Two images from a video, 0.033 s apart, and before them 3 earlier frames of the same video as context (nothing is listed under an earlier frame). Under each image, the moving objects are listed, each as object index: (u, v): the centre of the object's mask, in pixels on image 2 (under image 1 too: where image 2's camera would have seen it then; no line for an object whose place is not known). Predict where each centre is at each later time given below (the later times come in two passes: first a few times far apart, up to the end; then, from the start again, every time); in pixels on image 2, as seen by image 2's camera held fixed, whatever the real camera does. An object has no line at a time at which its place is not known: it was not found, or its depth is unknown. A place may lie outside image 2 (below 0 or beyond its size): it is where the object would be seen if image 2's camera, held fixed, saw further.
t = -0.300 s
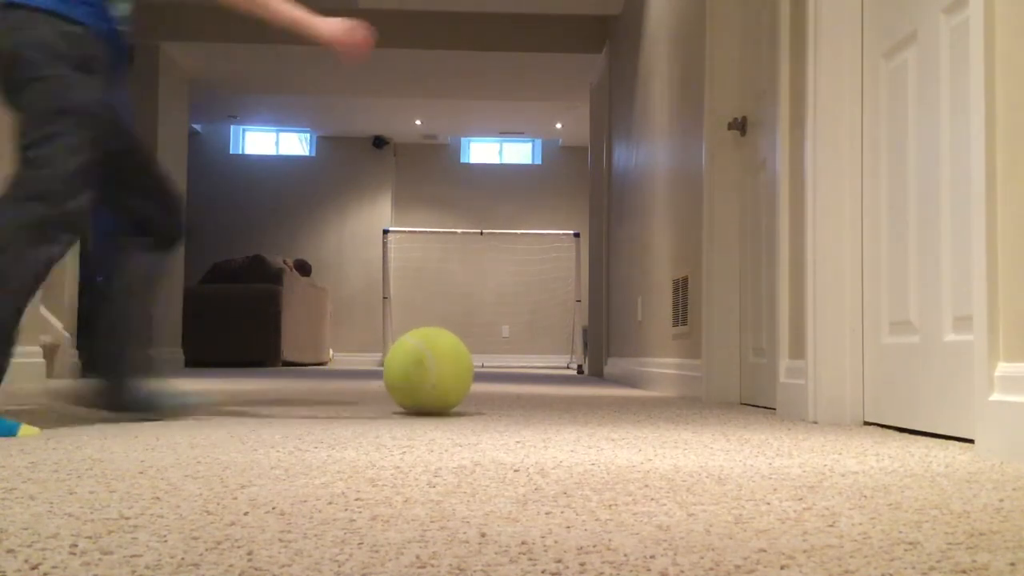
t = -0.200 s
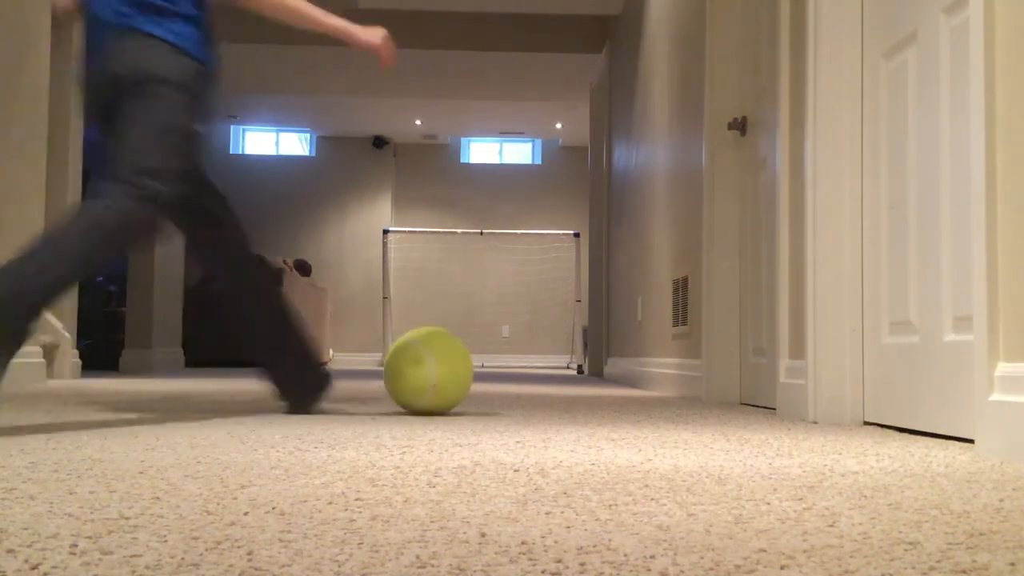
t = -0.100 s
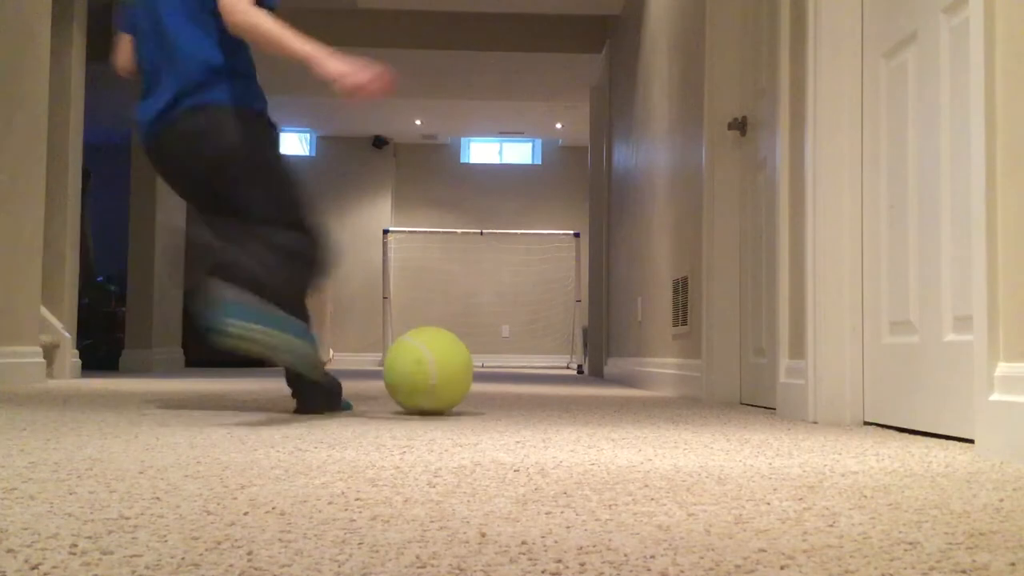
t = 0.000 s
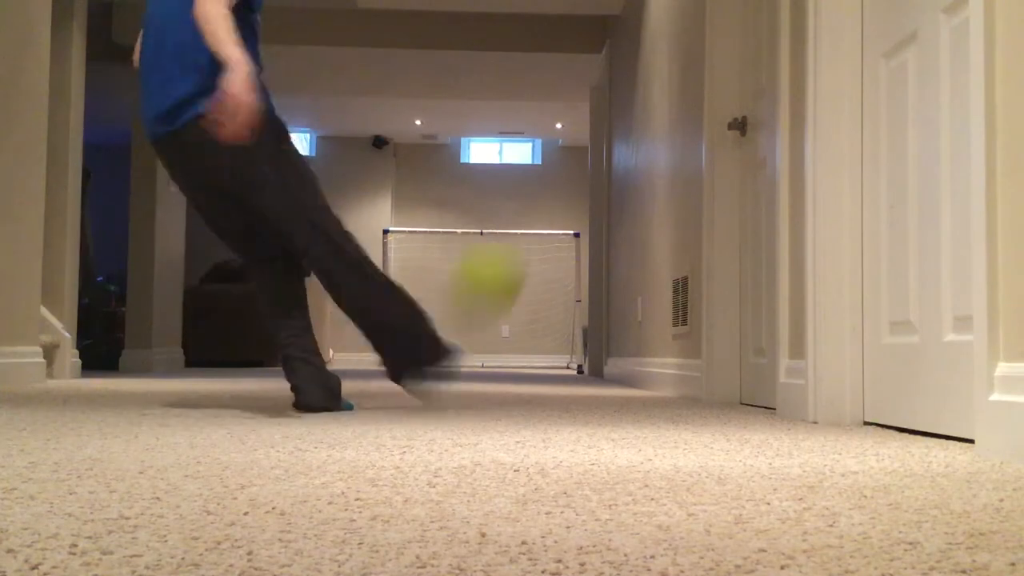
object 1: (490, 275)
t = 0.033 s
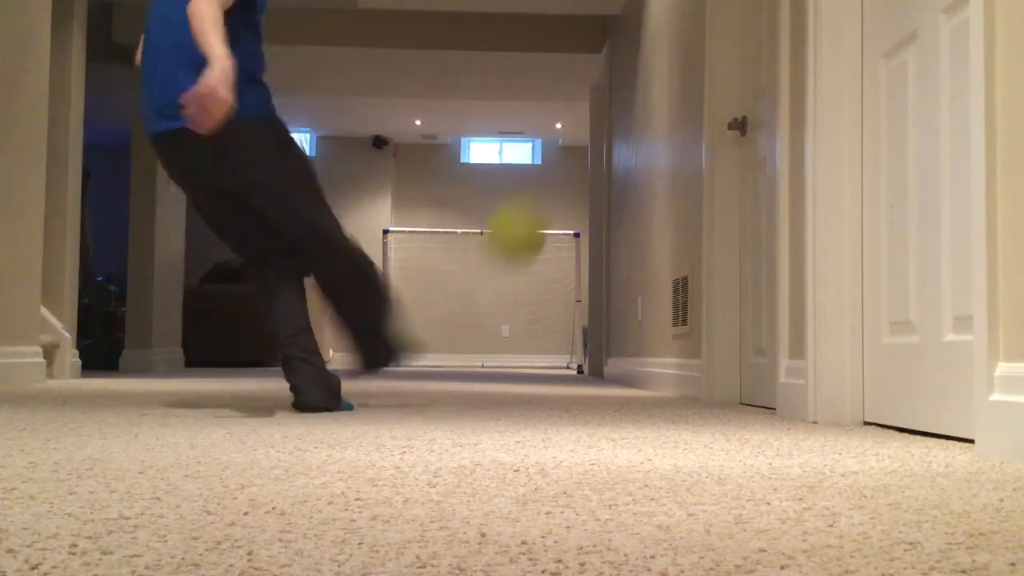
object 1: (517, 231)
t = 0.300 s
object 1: (592, 122)
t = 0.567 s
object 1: (503, 152)
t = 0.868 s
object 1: (457, 205)
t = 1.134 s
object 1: (436, 183)
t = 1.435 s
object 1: (406, 217)
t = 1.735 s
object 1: (365, 311)
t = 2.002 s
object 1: (340, 298)
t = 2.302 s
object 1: (352, 288)
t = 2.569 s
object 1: (363, 355)
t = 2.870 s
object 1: (348, 313)
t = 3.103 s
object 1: (335, 340)
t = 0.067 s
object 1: (536, 199)
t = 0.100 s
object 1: (553, 176)
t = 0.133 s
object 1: (565, 157)
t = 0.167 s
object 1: (575, 145)
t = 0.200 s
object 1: (584, 137)
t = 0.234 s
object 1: (590, 129)
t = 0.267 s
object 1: (599, 124)
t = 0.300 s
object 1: (592, 122)
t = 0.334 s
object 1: (574, 121)
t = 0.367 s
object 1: (561, 123)
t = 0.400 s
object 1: (549, 124)
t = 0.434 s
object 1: (538, 128)
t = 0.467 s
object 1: (529, 132)
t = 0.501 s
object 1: (519, 137)
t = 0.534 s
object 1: (510, 144)
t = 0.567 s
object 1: (503, 152)
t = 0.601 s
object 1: (495, 160)
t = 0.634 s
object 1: (489, 169)
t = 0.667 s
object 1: (484, 179)
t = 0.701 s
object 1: (477, 188)
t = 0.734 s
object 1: (473, 198)
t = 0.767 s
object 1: (469, 207)
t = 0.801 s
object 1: (464, 218)
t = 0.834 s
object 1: (460, 213)
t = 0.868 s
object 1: (457, 205)
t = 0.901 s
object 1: (454, 198)
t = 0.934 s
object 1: (451, 192)
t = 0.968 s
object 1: (448, 188)
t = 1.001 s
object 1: (445, 185)
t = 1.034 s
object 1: (443, 184)
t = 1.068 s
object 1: (441, 182)
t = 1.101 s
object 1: (438, 182)
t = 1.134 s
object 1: (436, 183)
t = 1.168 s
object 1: (433, 185)
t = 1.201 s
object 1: (431, 188)
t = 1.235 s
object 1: (428, 192)
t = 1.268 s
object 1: (426, 197)
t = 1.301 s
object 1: (423, 204)
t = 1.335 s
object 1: (419, 207)
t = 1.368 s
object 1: (415, 210)
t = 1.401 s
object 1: (411, 213)
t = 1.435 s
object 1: (406, 217)
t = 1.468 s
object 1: (402, 221)
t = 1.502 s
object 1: (398, 224)
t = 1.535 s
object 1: (395, 240)
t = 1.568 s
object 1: (393, 246)
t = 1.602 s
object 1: (378, 261)
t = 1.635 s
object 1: (376, 272)
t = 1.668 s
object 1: (373, 284)
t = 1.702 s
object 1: (370, 298)
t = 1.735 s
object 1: (365, 311)
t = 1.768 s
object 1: (360, 328)
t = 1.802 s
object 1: (355, 346)
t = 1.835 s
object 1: (351, 352)
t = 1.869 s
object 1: (349, 338)
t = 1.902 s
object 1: (346, 327)
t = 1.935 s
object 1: (344, 316)
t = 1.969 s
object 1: (342, 307)
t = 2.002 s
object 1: (340, 298)
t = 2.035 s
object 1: (341, 292)
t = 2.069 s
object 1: (342, 288)
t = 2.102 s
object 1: (344, 284)
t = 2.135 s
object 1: (346, 282)
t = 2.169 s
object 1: (347, 281)
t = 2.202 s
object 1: (348, 281)
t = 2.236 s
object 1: (350, 282)
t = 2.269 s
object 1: (351, 284)
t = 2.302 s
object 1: (352, 288)
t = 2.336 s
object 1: (354, 292)
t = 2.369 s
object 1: (355, 298)
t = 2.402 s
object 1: (357, 305)
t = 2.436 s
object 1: (358, 312)
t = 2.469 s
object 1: (359, 321)
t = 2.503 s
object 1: (361, 332)
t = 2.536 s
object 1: (362, 343)
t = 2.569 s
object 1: (363, 355)
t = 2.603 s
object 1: (362, 349)
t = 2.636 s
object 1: (360, 341)
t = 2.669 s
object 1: (358, 333)
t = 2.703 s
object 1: (357, 326)
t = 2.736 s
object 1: (355, 321)
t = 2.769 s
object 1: (353, 318)
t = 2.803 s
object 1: (352, 315)
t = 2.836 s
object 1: (350, 313)
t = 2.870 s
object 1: (348, 313)
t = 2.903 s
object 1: (346, 313)
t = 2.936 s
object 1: (345, 315)
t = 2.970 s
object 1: (342, 318)
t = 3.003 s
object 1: (341, 322)
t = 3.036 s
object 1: (339, 327)
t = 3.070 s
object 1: (337, 333)
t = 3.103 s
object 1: (335, 340)
